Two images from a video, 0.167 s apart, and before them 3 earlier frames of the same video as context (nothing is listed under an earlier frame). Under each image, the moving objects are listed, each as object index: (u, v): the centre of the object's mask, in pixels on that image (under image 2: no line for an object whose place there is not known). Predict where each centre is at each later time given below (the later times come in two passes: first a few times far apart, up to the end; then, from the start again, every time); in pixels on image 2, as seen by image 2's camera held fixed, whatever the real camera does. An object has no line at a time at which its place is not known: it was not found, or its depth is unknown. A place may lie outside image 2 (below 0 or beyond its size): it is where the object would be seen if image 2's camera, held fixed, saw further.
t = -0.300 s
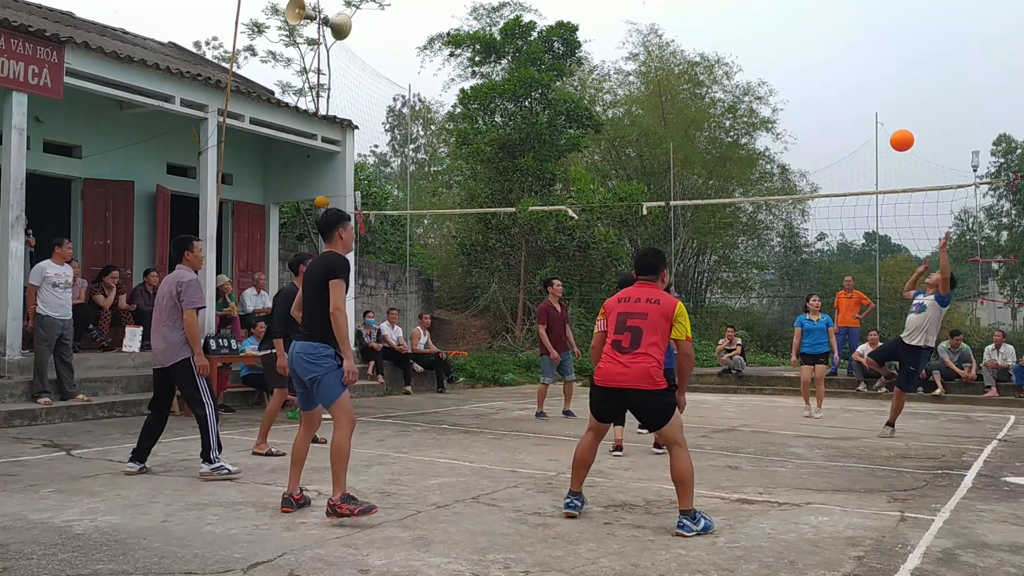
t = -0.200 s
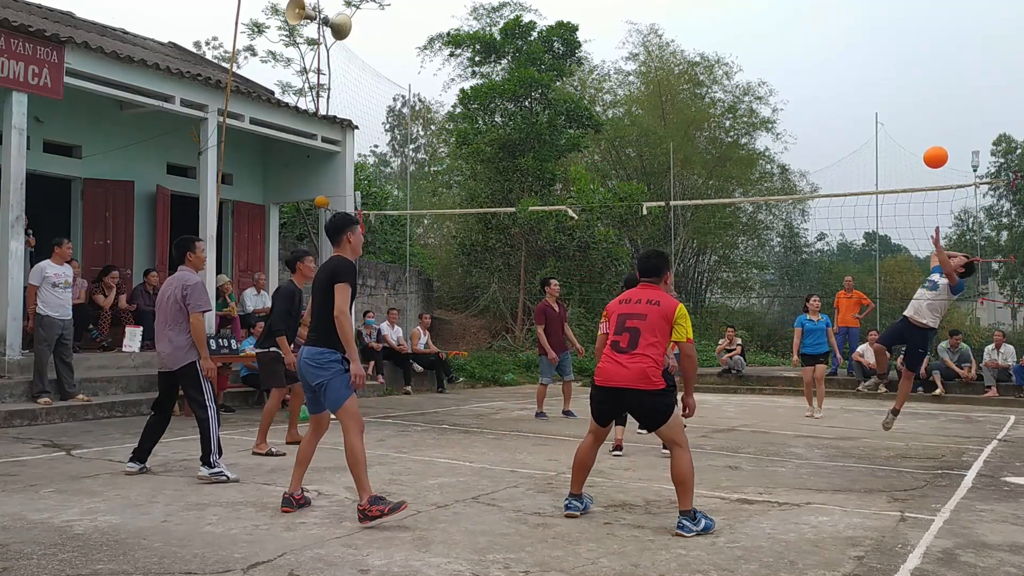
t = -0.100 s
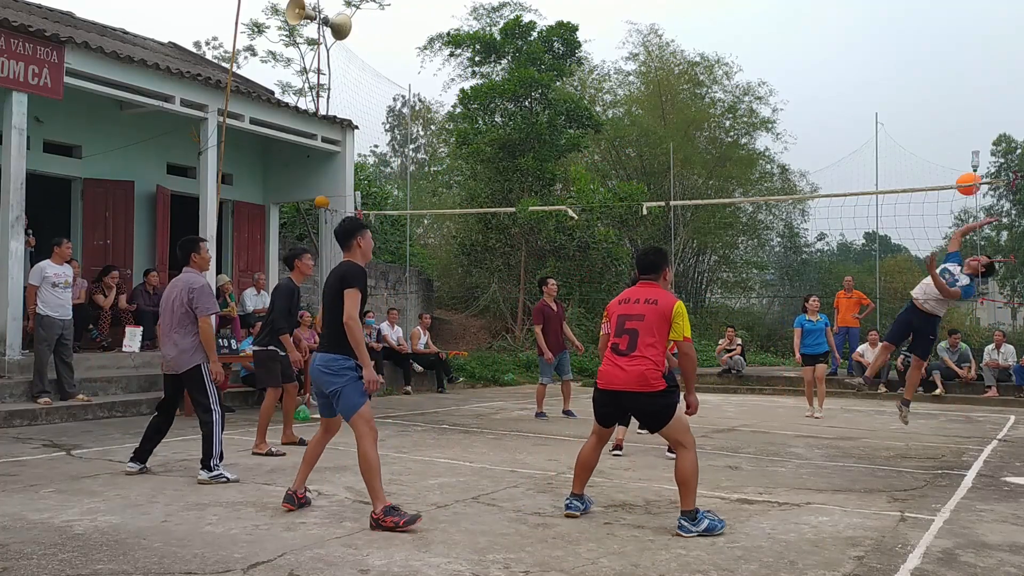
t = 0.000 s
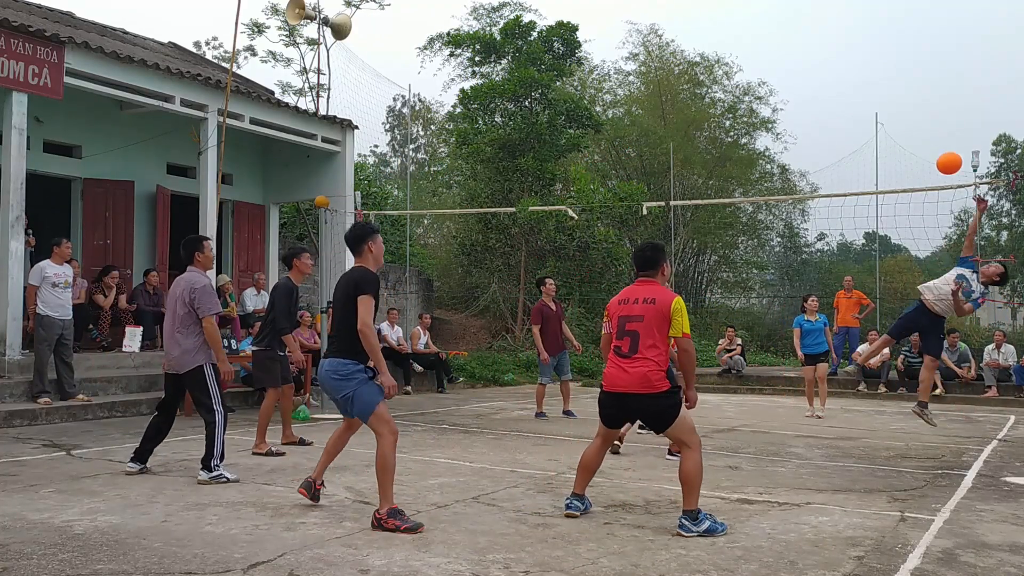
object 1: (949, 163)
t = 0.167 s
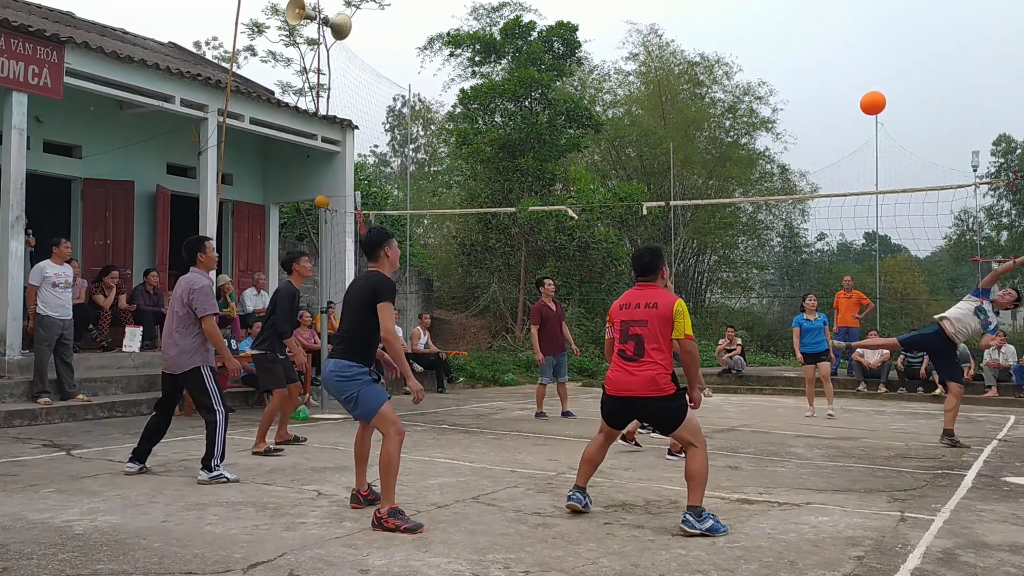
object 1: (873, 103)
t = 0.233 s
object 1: (842, 86)
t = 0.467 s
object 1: (729, 60)
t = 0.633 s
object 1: (644, 78)
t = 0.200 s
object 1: (858, 94)
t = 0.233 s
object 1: (842, 86)
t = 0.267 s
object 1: (826, 80)
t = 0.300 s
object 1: (811, 74)
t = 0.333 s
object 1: (795, 69)
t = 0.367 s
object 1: (779, 65)
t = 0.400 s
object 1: (762, 62)
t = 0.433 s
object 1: (746, 60)
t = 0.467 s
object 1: (729, 60)
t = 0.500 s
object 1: (712, 61)
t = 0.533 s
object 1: (696, 63)
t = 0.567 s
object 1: (678, 67)
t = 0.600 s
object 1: (661, 71)
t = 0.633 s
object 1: (644, 78)
